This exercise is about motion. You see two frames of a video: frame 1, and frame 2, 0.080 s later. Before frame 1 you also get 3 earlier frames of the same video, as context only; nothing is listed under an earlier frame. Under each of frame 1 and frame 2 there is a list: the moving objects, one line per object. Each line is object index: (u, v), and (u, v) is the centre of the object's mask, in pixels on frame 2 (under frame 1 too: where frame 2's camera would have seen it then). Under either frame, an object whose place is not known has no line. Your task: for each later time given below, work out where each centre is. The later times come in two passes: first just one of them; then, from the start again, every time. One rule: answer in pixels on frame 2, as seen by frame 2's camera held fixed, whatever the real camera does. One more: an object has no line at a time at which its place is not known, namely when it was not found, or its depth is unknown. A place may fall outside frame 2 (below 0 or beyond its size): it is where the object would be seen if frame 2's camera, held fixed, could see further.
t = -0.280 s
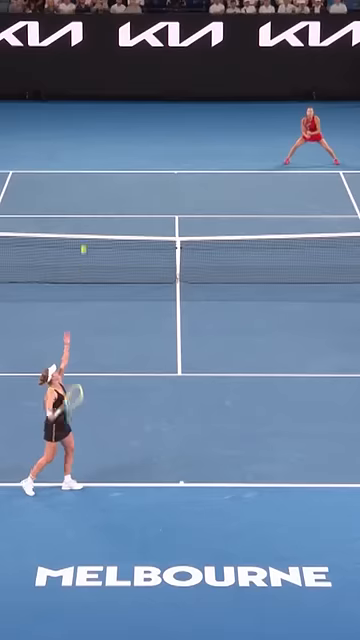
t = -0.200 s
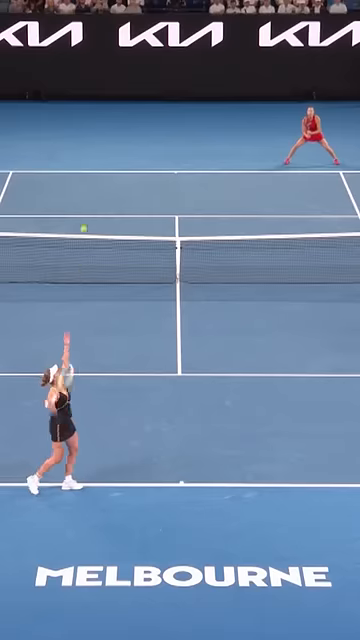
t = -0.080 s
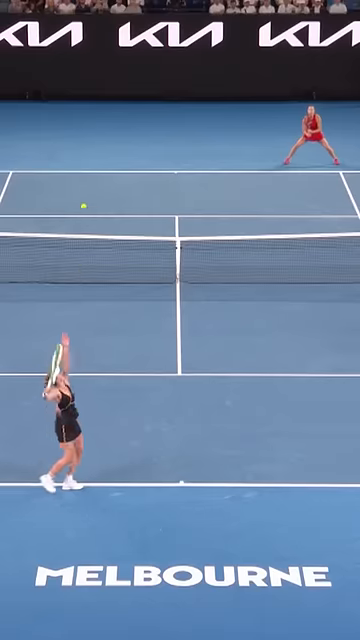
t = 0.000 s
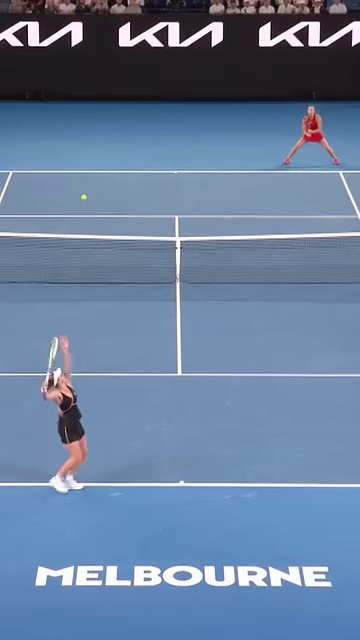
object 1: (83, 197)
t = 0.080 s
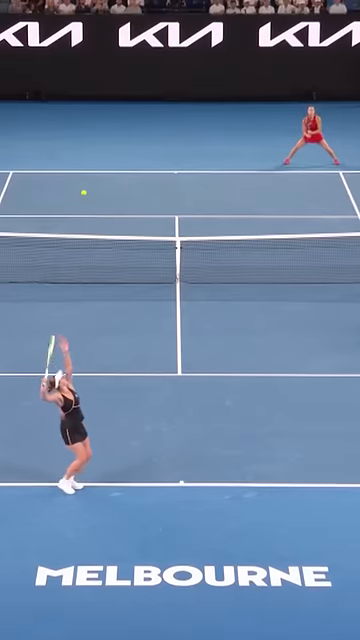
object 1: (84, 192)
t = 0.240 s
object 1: (84, 197)
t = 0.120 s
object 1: (83, 192)
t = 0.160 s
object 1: (83, 192)
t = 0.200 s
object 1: (84, 194)
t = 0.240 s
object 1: (84, 197)
